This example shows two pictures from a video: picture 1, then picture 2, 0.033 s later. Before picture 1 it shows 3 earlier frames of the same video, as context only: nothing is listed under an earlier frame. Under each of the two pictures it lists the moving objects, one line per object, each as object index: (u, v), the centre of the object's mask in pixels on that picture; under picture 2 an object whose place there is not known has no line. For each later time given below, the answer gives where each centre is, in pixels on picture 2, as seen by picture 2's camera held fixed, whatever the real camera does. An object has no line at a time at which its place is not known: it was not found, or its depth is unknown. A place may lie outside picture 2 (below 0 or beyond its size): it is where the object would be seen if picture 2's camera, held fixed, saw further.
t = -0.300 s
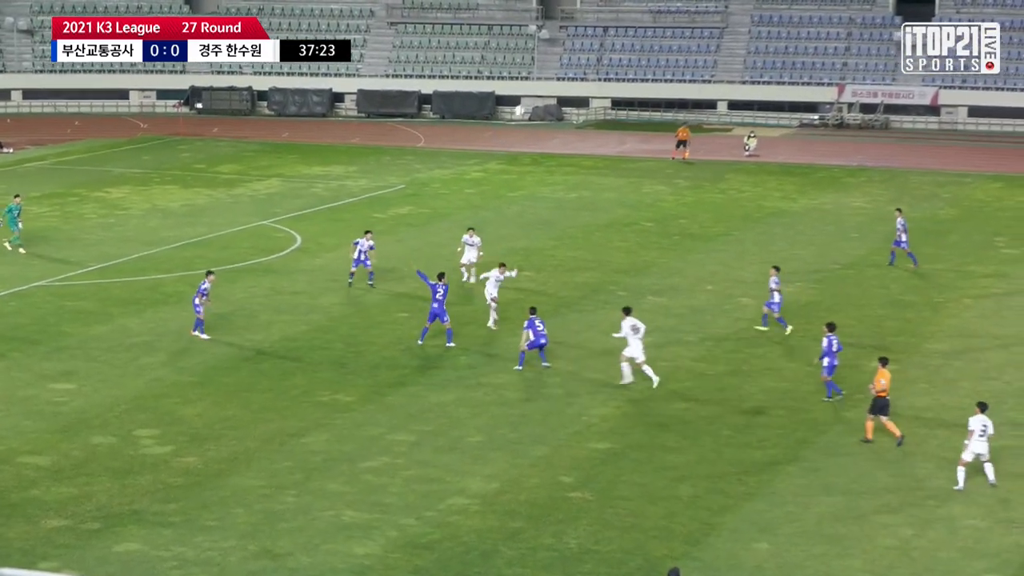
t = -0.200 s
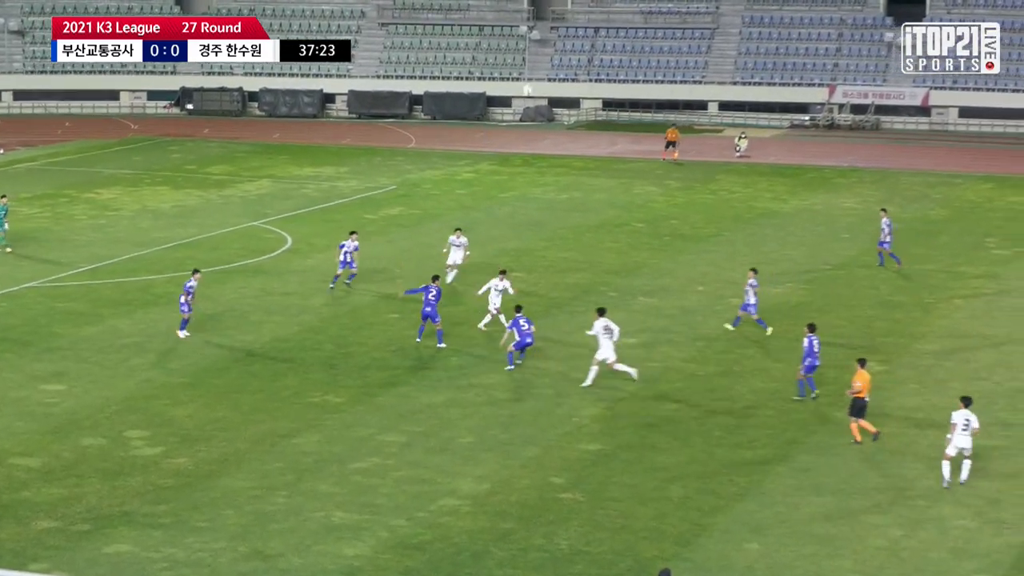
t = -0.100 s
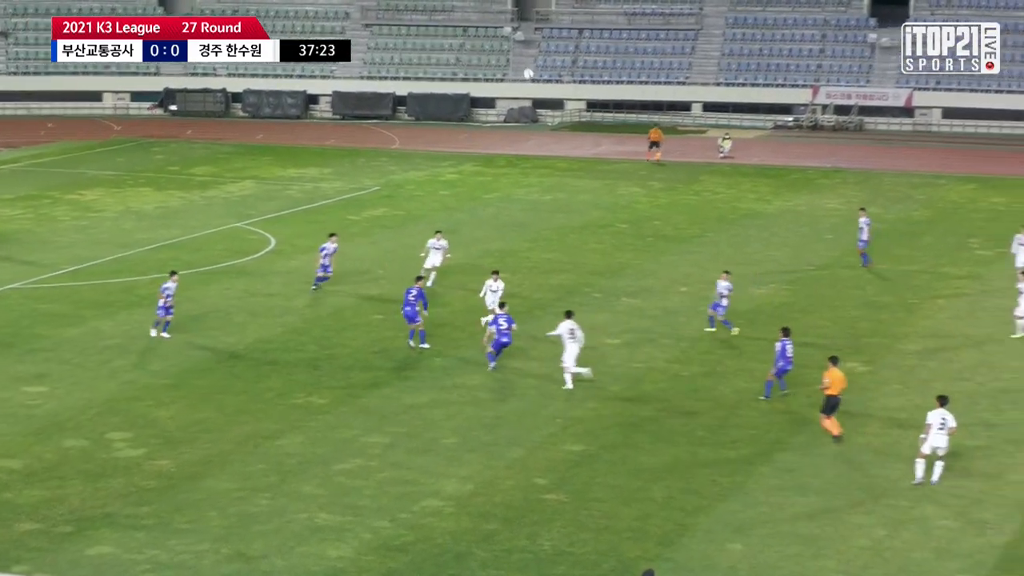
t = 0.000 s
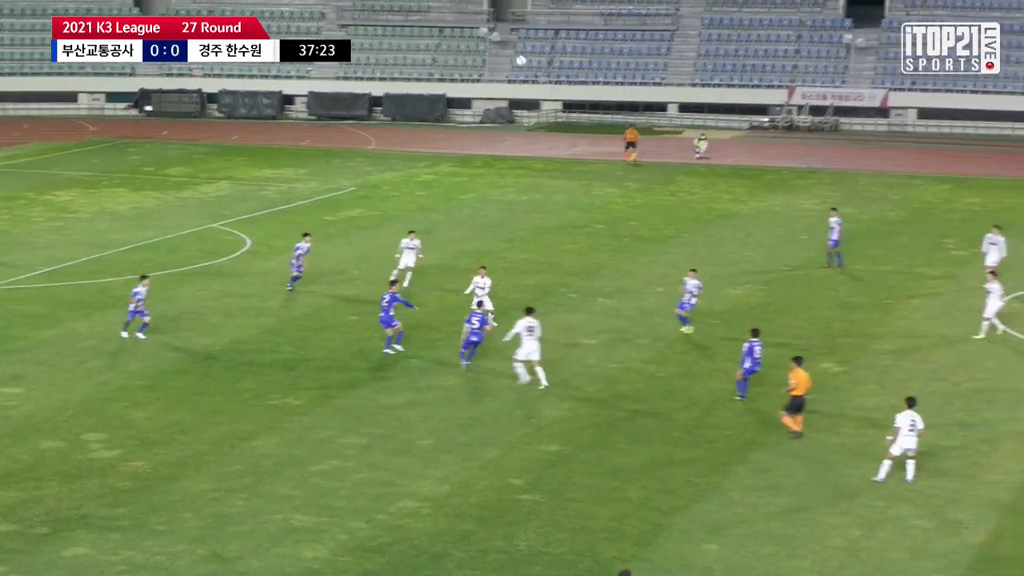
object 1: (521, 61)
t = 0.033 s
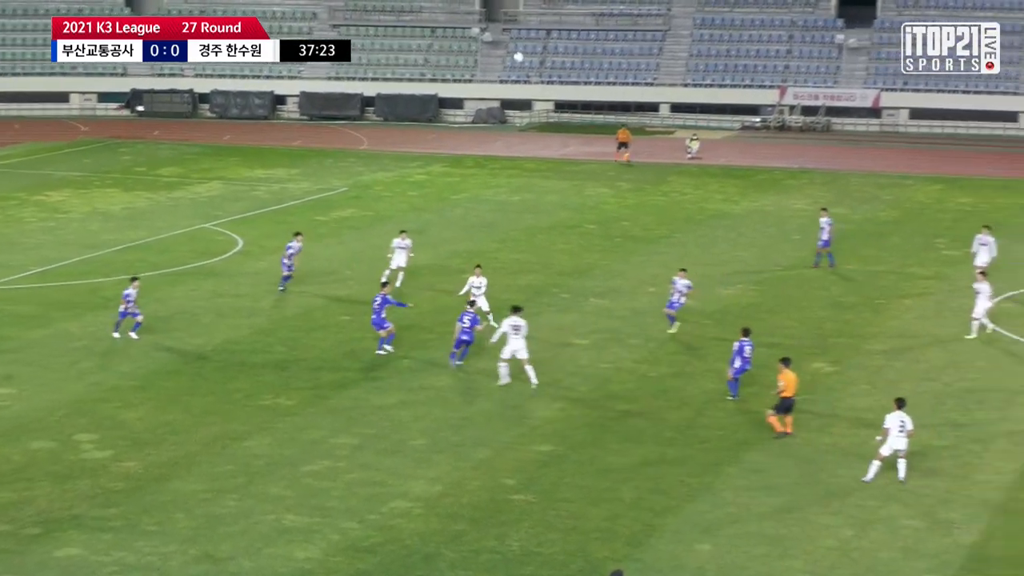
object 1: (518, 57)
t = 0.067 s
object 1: (520, 55)
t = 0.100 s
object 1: (523, 53)
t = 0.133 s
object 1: (525, 51)
